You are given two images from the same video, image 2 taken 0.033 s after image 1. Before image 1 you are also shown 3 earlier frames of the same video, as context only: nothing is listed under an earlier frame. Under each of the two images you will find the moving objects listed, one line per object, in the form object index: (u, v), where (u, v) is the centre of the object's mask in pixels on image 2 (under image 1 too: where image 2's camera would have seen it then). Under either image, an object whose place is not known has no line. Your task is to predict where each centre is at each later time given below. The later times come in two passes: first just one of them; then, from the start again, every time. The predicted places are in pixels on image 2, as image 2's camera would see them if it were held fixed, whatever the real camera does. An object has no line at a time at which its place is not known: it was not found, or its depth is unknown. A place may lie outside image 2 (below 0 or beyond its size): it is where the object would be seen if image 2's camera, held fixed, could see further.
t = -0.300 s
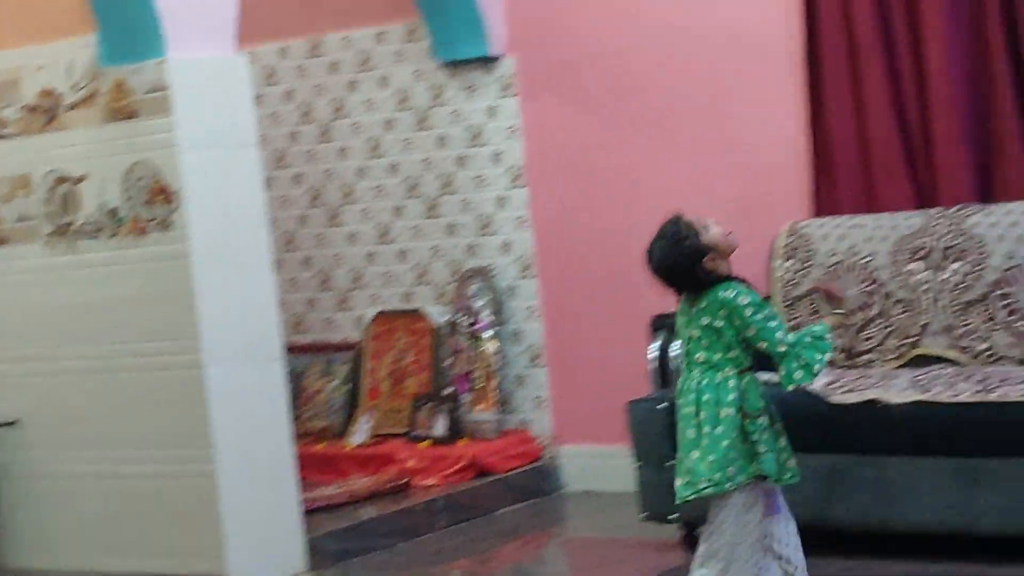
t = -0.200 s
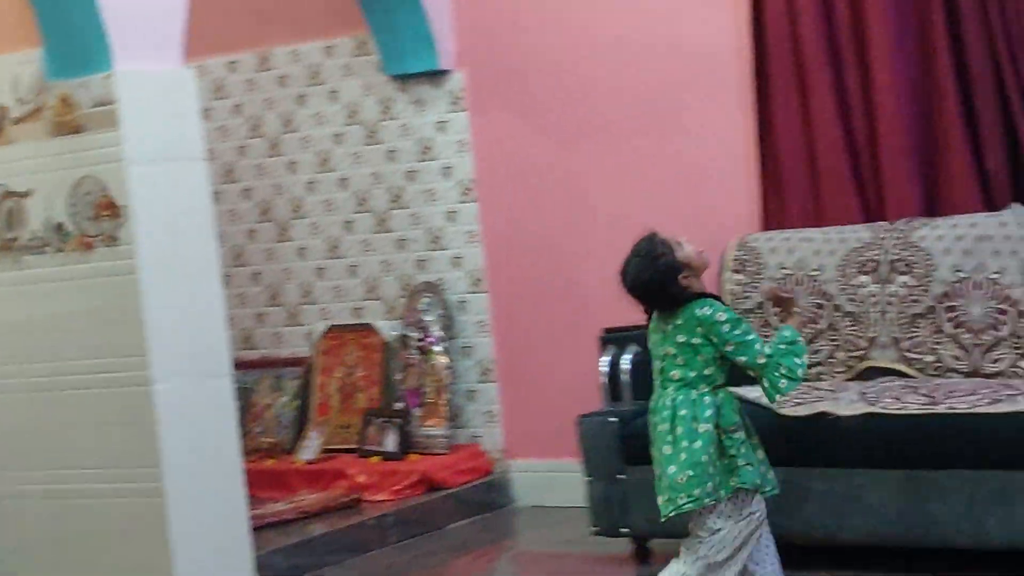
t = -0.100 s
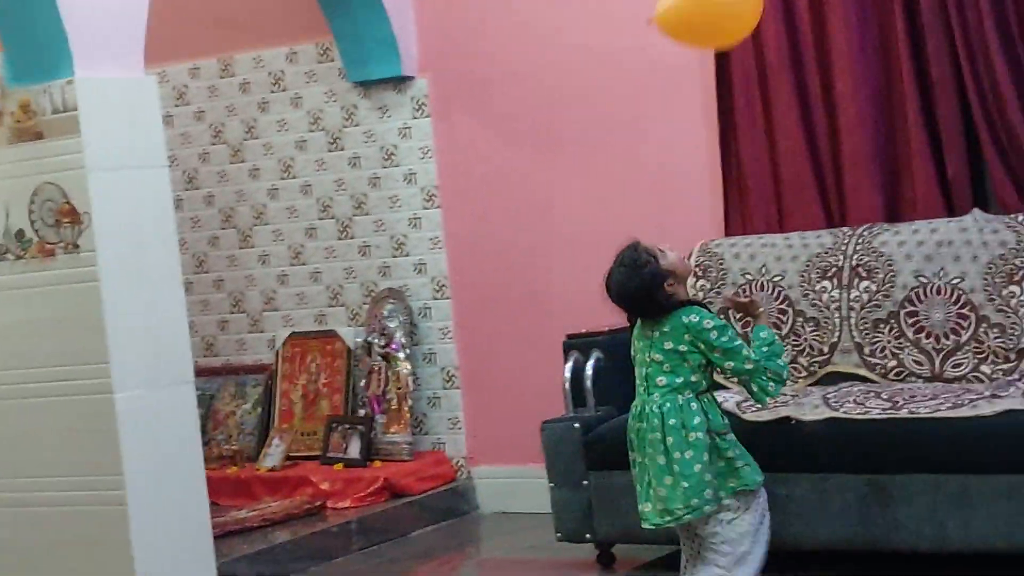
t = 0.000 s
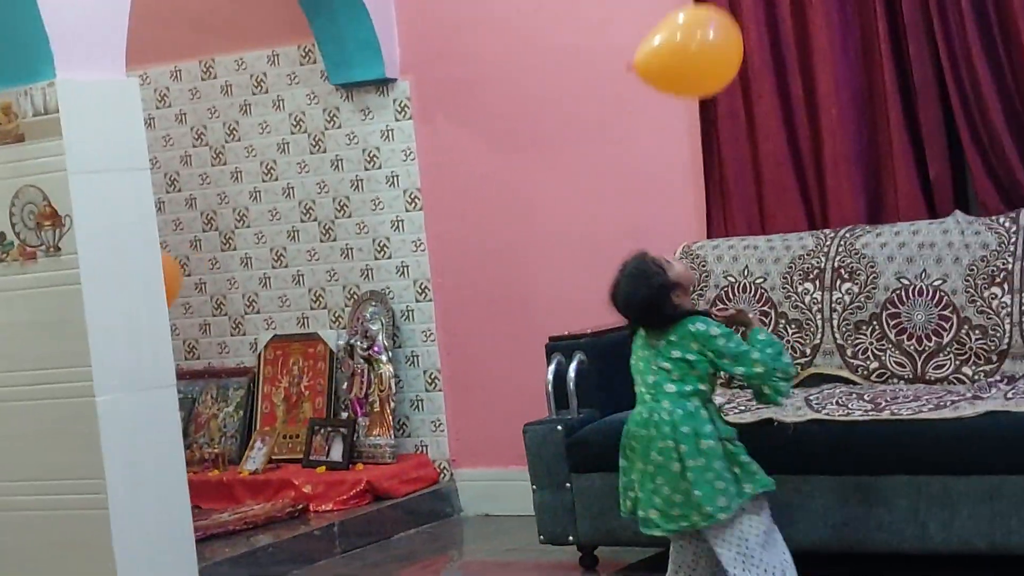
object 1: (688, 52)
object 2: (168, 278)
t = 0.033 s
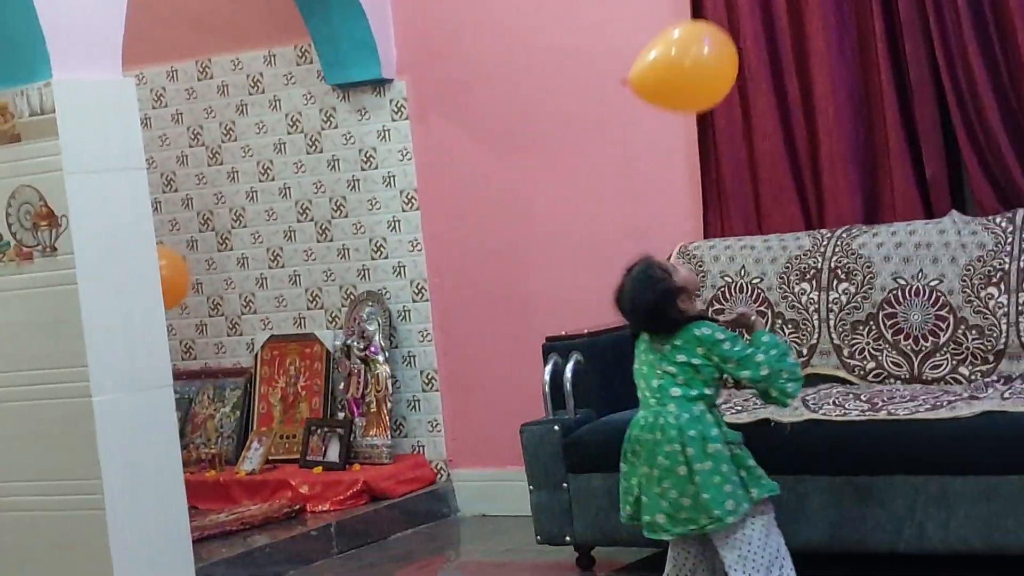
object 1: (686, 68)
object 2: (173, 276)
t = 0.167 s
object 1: (675, 128)
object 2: (196, 276)
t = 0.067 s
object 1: (684, 83)
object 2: (178, 276)
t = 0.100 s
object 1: (682, 98)
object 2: (184, 275)
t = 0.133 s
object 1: (678, 113)
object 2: (190, 275)
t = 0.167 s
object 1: (675, 128)
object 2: (196, 276)
